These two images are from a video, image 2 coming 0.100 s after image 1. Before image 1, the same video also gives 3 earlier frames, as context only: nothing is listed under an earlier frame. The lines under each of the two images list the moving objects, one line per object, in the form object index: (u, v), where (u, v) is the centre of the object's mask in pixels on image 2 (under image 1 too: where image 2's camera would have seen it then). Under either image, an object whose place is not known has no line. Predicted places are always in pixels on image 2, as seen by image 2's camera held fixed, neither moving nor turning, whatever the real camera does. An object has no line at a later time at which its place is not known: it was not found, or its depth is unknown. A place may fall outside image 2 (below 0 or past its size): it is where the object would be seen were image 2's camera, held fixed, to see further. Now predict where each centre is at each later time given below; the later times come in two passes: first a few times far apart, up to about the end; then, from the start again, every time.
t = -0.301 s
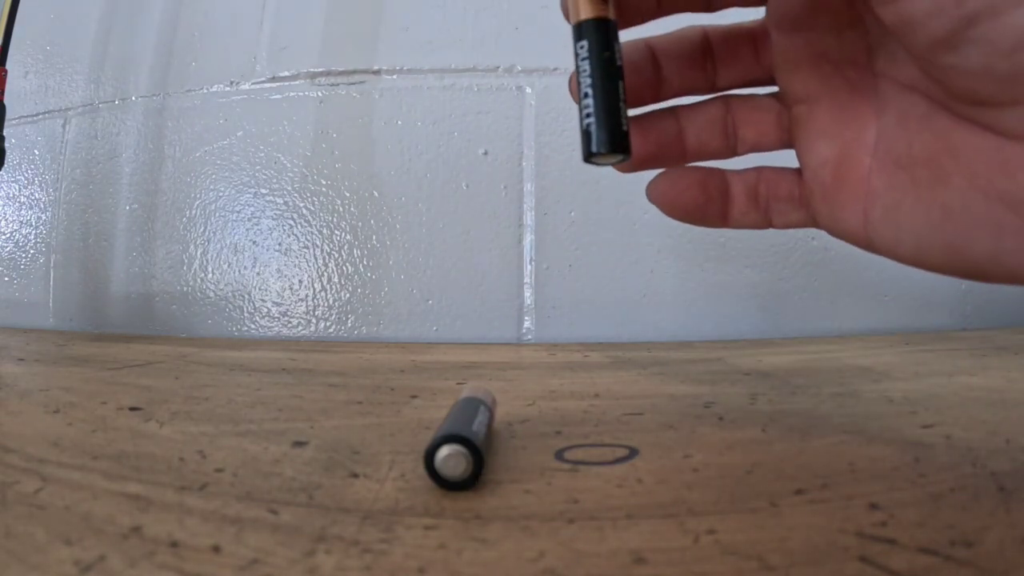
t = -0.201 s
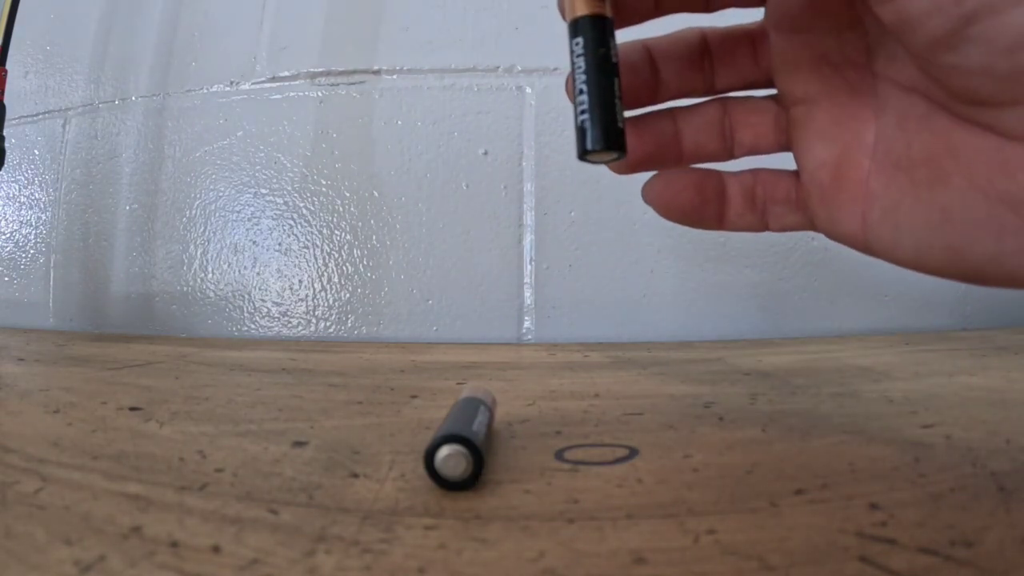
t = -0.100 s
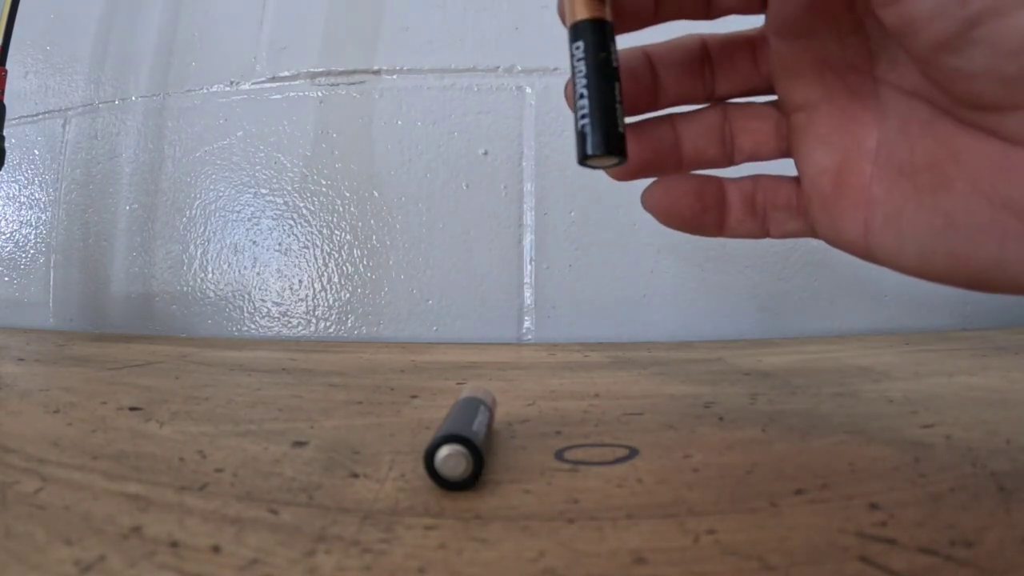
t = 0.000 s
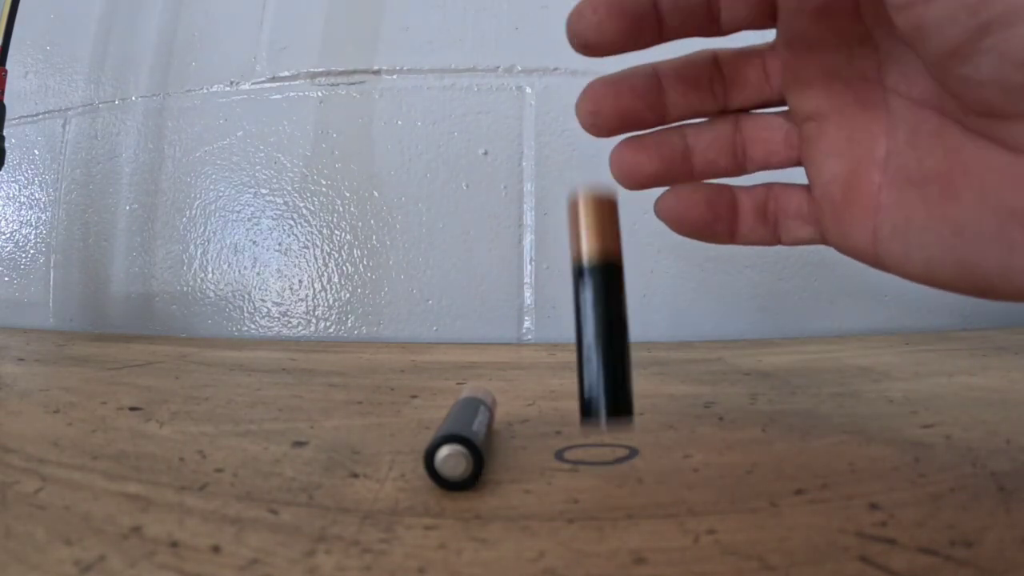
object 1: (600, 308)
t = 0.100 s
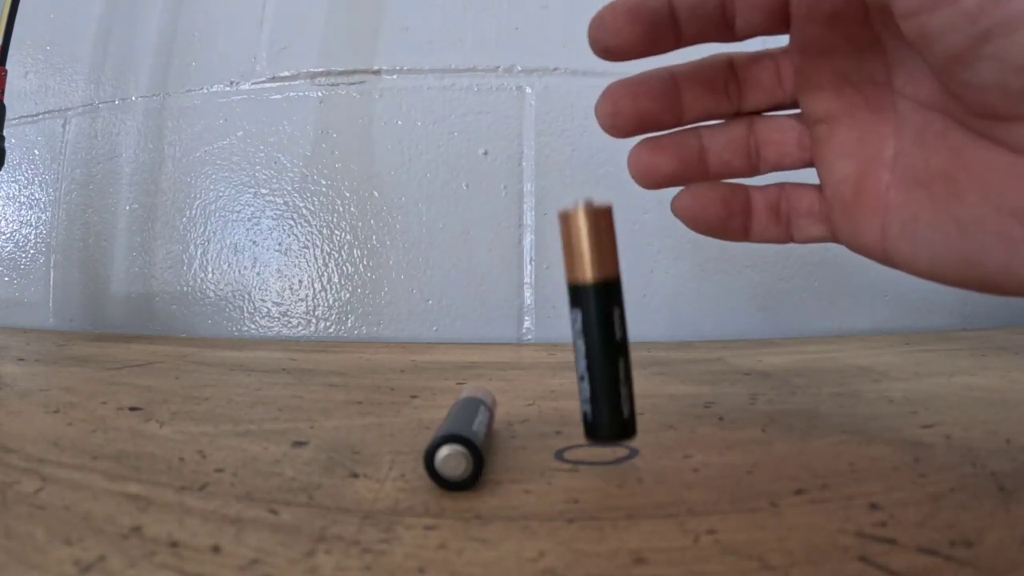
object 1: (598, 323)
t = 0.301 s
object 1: (556, 419)
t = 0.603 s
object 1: (566, 507)
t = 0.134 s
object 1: (599, 331)
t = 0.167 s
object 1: (600, 342)
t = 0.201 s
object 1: (599, 343)
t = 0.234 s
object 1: (596, 350)
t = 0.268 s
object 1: (584, 360)
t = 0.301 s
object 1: (556, 419)
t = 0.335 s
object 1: (548, 478)
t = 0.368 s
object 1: (543, 487)
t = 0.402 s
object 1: (540, 496)
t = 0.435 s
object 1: (544, 502)
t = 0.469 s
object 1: (548, 503)
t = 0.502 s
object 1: (553, 504)
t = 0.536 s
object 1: (557, 505)
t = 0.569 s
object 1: (562, 506)
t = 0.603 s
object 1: (566, 507)
